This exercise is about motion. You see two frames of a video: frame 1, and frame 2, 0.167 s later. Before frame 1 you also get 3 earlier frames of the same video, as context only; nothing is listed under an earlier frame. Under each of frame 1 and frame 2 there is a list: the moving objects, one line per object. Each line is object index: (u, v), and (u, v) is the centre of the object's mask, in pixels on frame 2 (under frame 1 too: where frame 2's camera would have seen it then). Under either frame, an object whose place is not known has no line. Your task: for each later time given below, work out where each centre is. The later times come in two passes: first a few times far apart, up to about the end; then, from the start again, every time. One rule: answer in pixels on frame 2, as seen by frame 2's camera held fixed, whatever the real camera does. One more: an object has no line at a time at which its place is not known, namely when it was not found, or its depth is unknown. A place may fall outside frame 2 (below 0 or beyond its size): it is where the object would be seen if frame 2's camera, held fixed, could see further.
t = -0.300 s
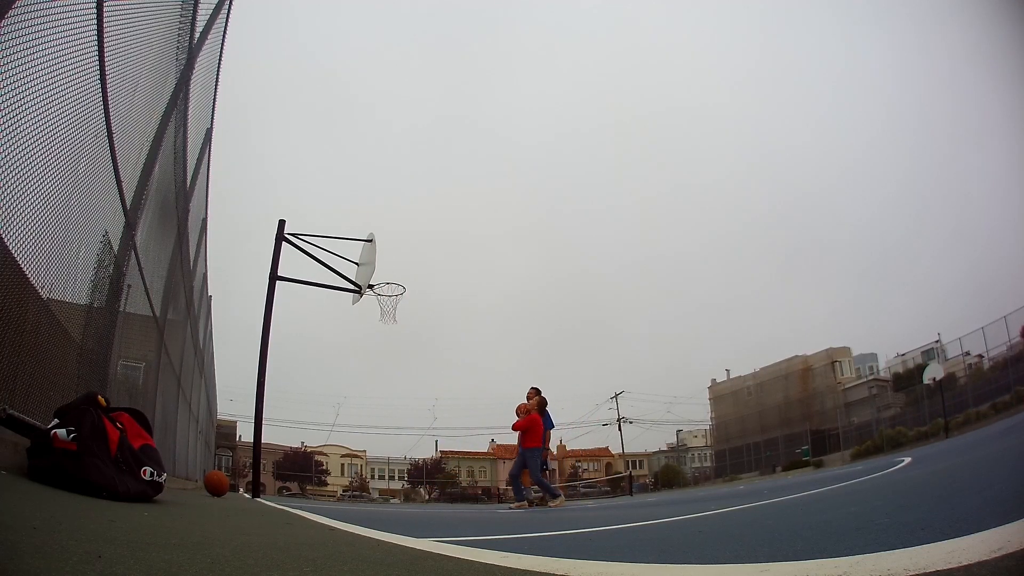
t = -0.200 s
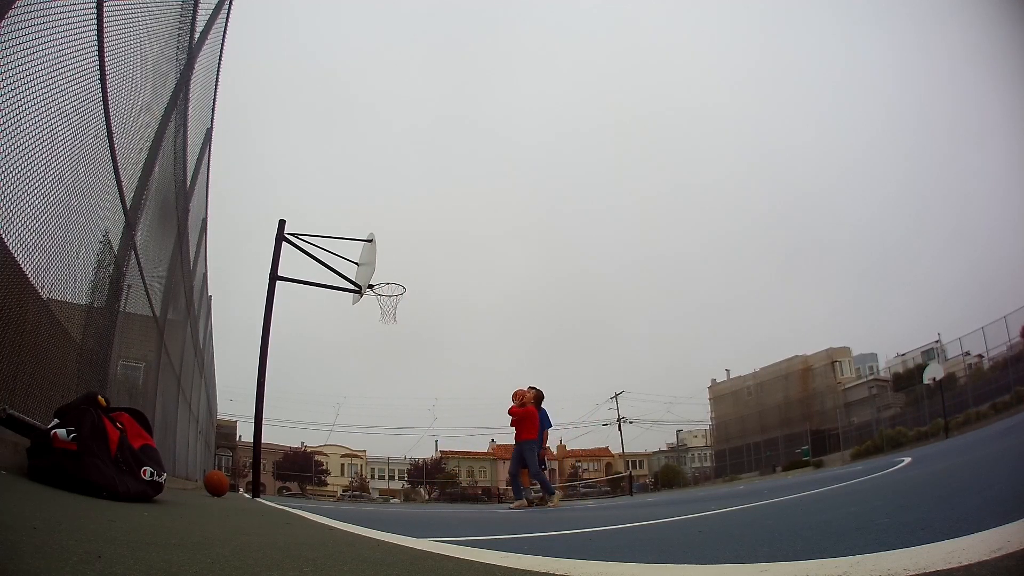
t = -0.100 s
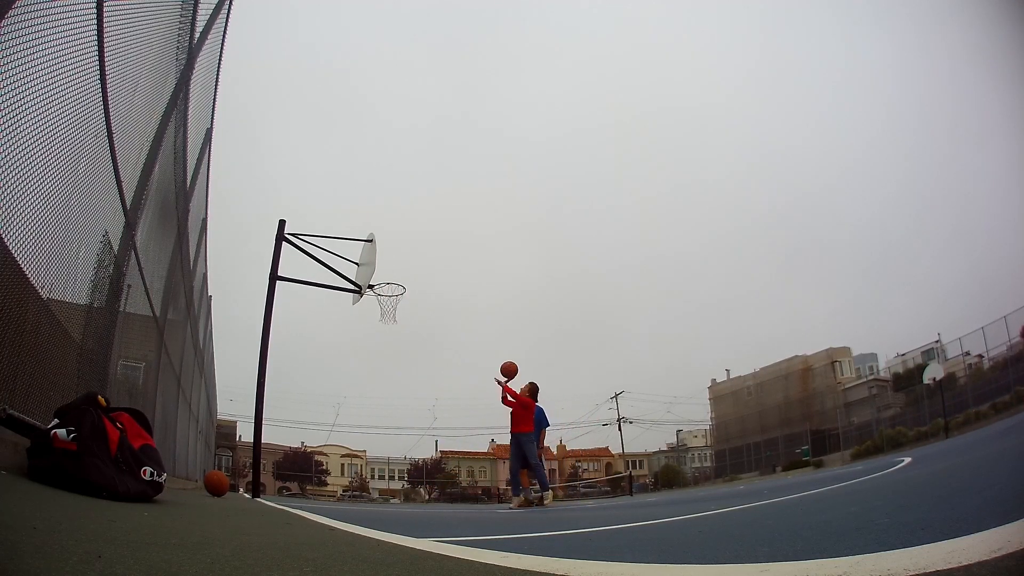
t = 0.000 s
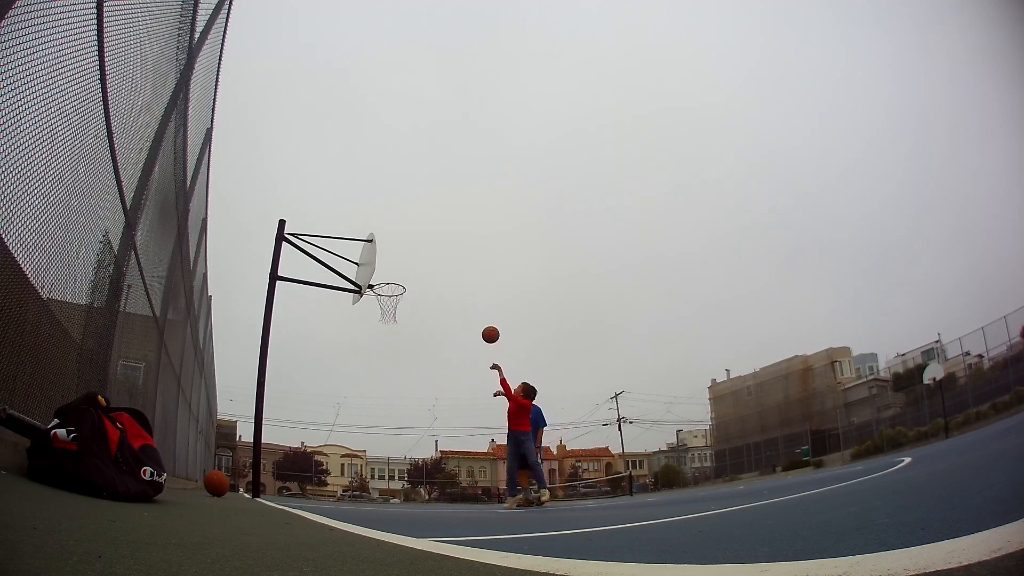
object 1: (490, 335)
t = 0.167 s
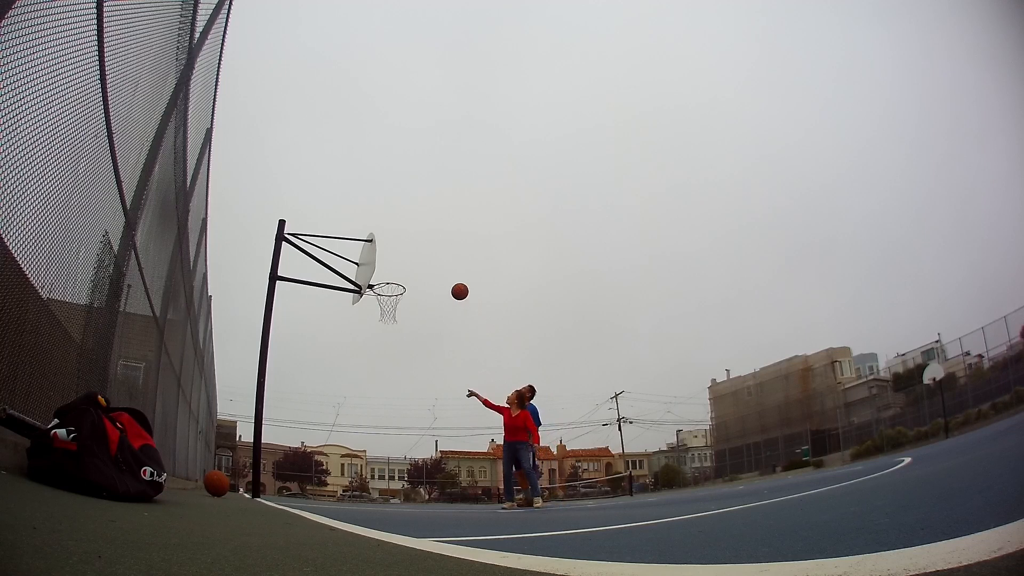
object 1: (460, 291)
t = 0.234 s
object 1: (448, 280)
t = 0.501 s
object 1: (401, 262)
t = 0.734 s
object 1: (382, 272)
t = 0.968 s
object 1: (404, 271)
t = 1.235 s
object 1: (427, 313)
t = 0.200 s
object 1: (454, 285)
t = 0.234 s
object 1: (448, 280)
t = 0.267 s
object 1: (442, 275)
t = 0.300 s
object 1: (436, 271)
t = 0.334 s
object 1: (430, 268)
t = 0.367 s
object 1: (424, 265)
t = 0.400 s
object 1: (419, 263)
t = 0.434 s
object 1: (413, 262)
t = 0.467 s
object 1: (407, 262)
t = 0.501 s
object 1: (401, 262)
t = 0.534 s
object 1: (395, 263)
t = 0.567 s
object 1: (389, 265)
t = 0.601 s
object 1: (383, 267)
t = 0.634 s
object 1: (379, 271)
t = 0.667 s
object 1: (378, 275)
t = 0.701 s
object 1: (380, 275)
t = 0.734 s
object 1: (382, 272)
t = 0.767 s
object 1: (385, 270)
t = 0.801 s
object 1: (389, 268)
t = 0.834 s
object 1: (392, 267)
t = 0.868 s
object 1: (395, 267)
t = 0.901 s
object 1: (398, 268)
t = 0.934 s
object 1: (401, 269)
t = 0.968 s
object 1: (404, 271)
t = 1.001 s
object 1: (407, 273)
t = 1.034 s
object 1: (410, 277)
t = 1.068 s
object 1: (413, 281)
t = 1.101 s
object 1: (416, 286)
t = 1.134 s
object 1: (418, 292)
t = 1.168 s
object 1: (421, 298)
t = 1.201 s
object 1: (424, 305)
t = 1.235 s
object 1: (427, 313)
